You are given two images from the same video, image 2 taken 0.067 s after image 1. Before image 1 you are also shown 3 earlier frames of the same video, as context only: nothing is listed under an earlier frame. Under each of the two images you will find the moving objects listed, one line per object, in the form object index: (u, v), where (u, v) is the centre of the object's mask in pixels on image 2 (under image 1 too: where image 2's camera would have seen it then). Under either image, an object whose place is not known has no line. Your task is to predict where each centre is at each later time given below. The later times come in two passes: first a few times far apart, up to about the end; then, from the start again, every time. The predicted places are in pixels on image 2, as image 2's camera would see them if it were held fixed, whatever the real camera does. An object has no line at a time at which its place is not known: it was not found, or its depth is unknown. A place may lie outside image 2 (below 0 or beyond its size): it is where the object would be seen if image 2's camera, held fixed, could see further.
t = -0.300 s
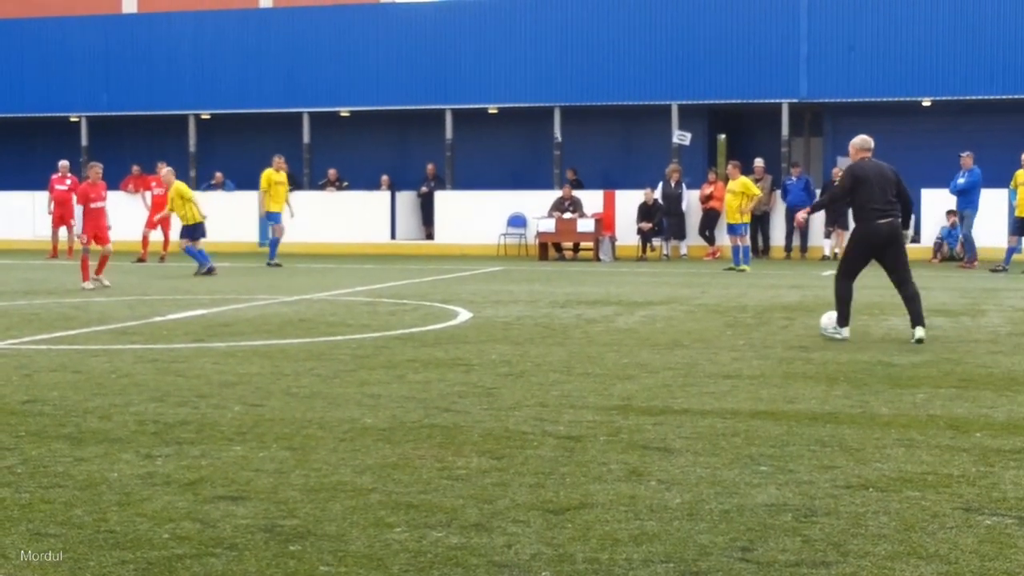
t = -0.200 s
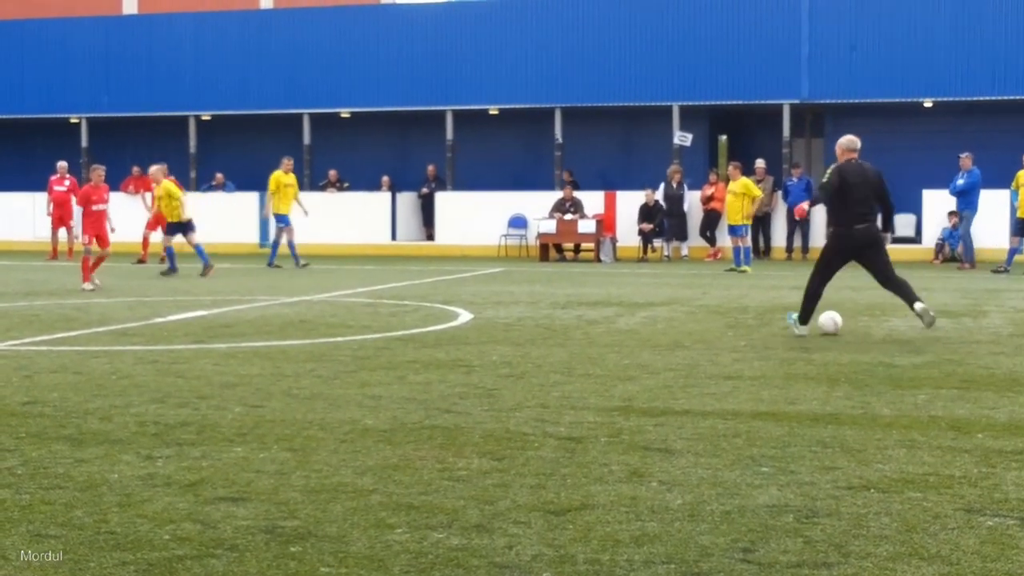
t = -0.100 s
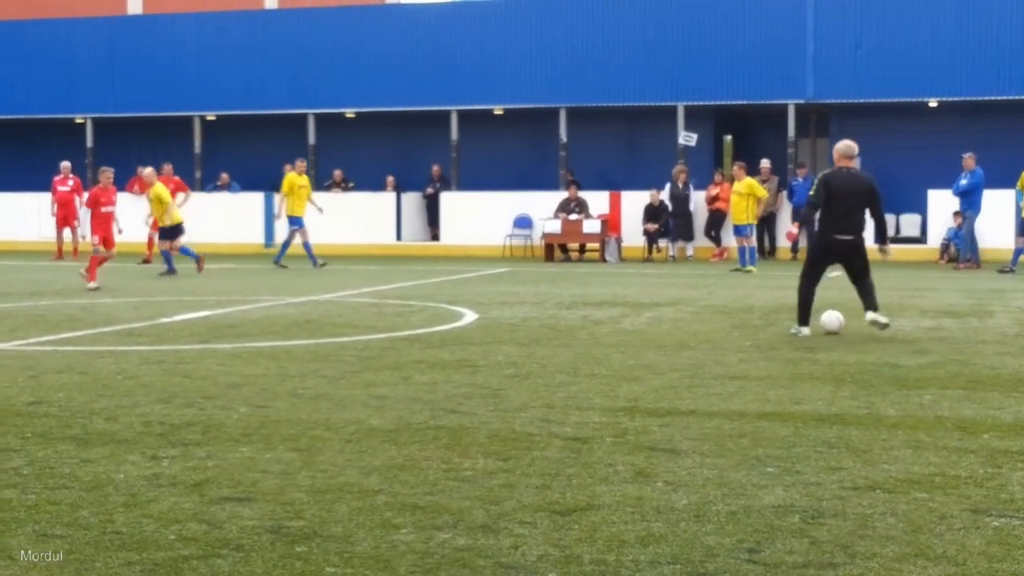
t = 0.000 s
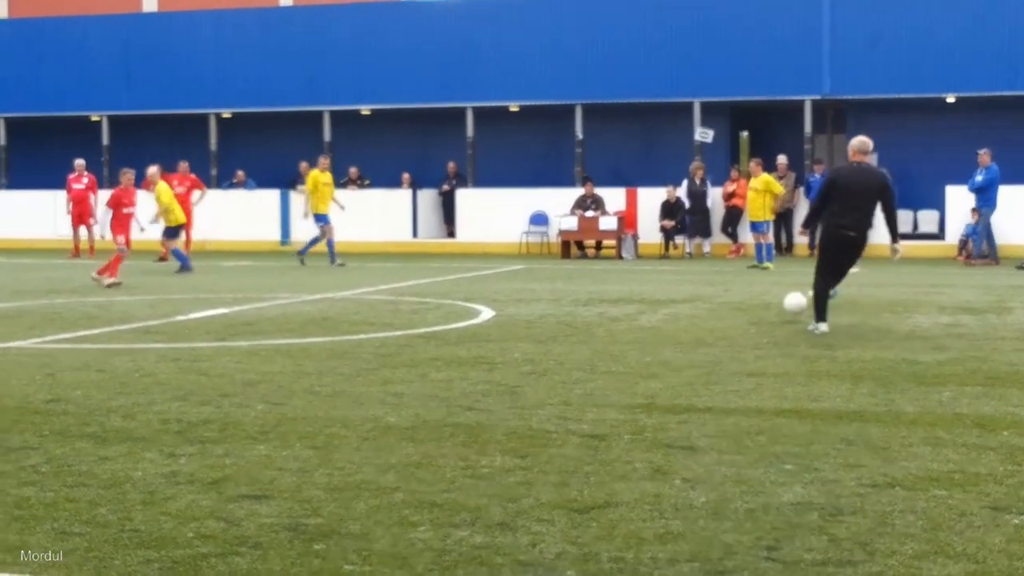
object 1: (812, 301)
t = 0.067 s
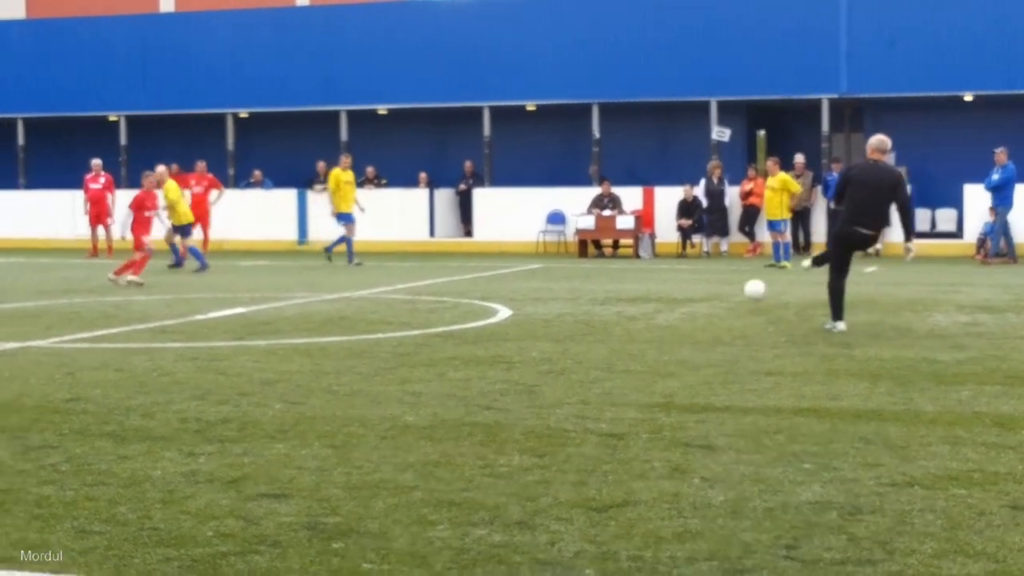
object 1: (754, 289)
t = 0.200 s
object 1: (658, 282)
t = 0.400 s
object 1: (552, 277)
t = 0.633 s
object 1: (473, 266)
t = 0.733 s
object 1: (445, 267)
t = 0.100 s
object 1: (728, 285)
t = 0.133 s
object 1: (704, 283)
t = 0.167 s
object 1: (680, 282)
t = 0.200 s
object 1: (658, 282)
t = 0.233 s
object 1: (637, 283)
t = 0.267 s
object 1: (616, 286)
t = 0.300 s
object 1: (598, 284)
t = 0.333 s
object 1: (582, 280)
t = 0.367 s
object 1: (567, 278)
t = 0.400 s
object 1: (552, 277)
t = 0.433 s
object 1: (538, 276)
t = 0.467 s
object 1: (525, 277)
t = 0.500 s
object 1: (514, 274)
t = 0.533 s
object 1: (503, 270)
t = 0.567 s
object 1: (493, 268)
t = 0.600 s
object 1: (483, 267)
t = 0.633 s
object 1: (473, 266)
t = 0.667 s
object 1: (463, 267)
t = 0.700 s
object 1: (454, 269)
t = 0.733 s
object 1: (445, 267)
